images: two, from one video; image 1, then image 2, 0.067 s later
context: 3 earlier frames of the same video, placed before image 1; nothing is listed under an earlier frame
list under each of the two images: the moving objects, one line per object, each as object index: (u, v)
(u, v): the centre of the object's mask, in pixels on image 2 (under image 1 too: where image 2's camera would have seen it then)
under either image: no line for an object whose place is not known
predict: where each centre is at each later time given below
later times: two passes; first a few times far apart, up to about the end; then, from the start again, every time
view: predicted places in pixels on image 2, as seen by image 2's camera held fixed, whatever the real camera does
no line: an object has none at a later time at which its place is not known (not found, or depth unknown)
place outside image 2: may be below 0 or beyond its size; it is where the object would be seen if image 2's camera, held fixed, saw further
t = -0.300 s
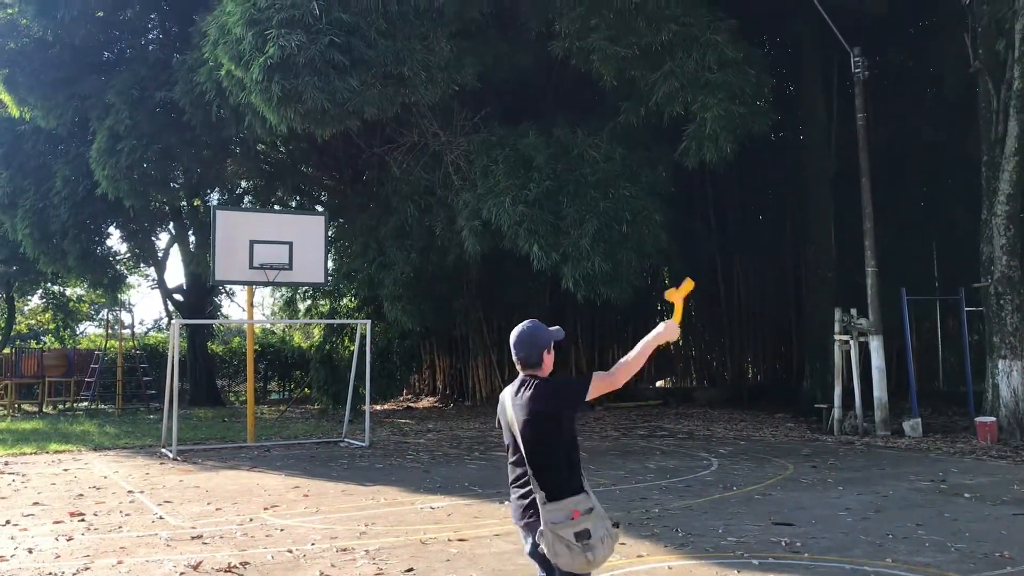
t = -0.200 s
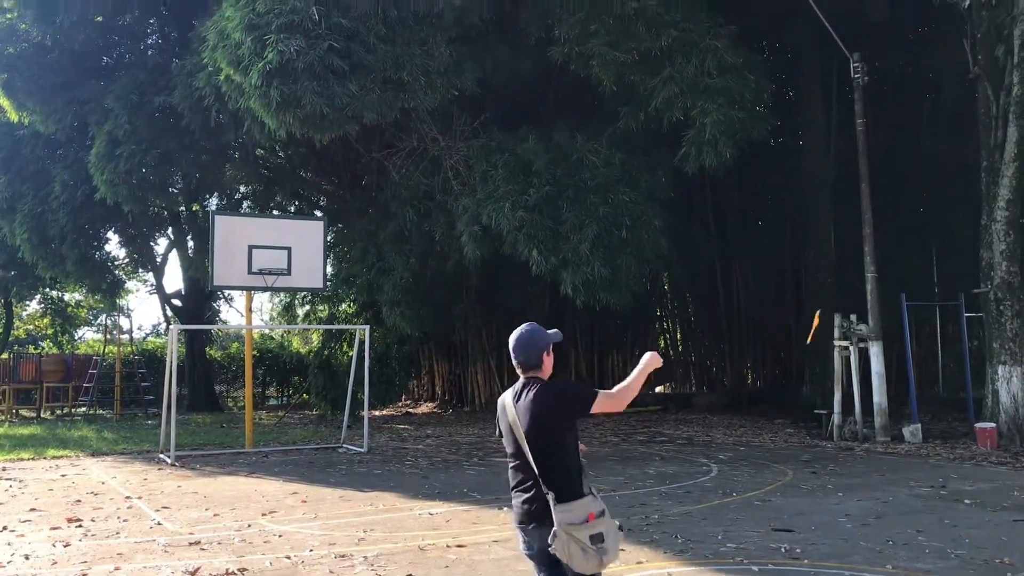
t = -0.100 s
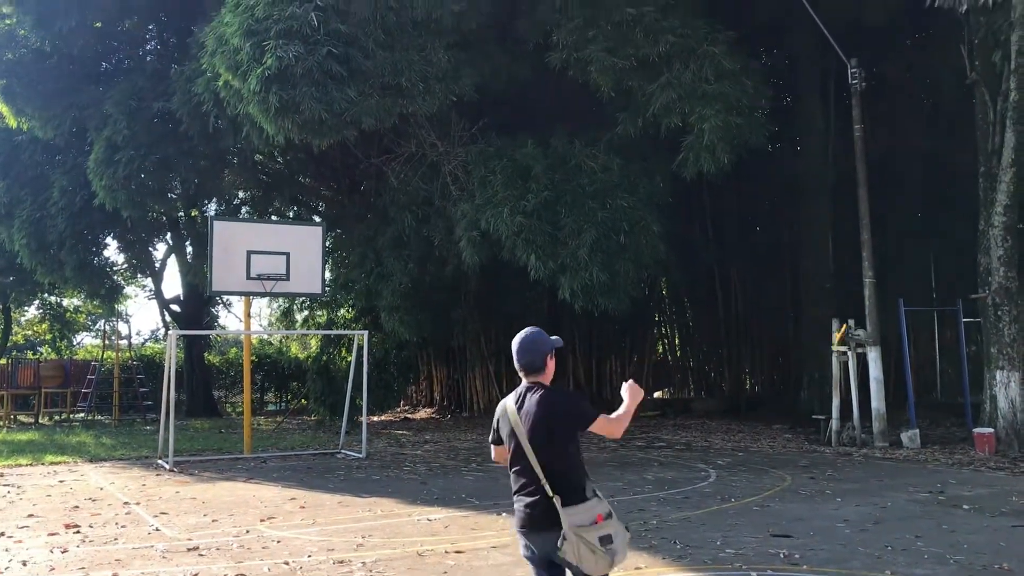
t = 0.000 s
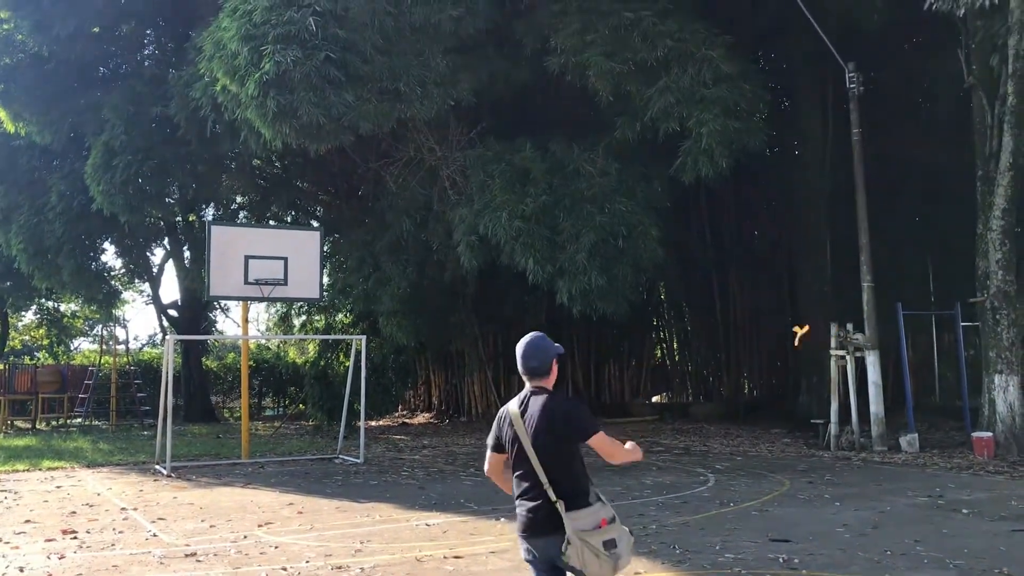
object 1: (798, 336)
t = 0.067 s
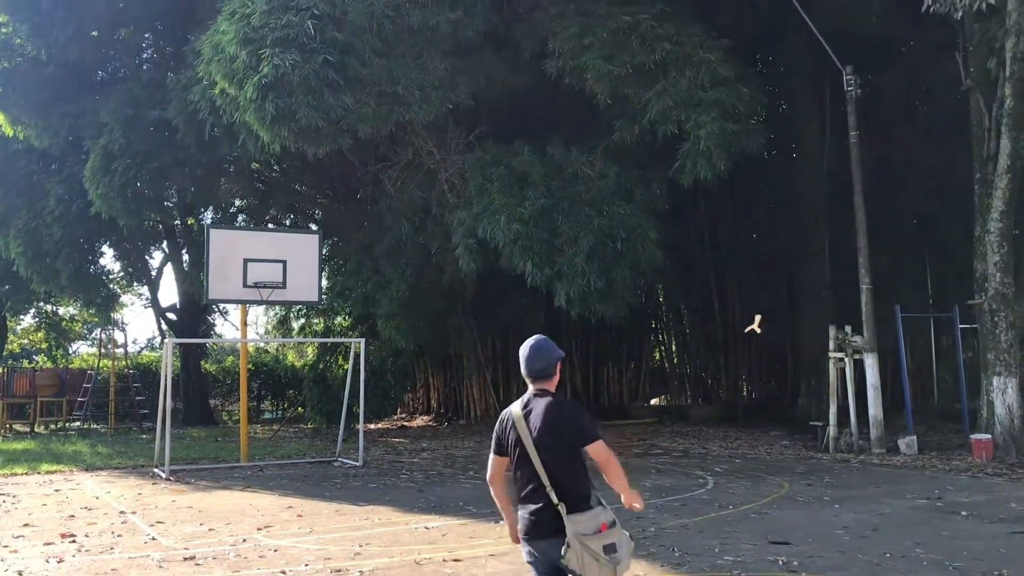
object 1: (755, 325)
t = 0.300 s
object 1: (580, 283)
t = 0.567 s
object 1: (385, 235)
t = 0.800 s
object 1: (223, 202)
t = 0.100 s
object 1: (730, 320)
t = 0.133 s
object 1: (707, 315)
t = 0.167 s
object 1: (682, 309)
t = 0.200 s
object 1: (657, 302)
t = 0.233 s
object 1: (631, 295)
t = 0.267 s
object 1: (605, 290)
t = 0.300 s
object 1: (580, 283)
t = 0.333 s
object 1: (555, 277)
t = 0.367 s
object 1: (530, 271)
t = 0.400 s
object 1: (505, 264)
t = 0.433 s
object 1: (481, 258)
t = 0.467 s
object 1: (459, 252)
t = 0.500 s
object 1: (433, 247)
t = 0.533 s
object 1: (409, 240)
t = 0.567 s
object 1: (385, 235)
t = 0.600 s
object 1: (362, 230)
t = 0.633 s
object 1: (338, 224)
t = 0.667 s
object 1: (315, 219)
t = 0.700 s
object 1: (291, 214)
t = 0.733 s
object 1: (269, 211)
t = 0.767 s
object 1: (248, 207)
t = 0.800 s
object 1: (223, 202)
